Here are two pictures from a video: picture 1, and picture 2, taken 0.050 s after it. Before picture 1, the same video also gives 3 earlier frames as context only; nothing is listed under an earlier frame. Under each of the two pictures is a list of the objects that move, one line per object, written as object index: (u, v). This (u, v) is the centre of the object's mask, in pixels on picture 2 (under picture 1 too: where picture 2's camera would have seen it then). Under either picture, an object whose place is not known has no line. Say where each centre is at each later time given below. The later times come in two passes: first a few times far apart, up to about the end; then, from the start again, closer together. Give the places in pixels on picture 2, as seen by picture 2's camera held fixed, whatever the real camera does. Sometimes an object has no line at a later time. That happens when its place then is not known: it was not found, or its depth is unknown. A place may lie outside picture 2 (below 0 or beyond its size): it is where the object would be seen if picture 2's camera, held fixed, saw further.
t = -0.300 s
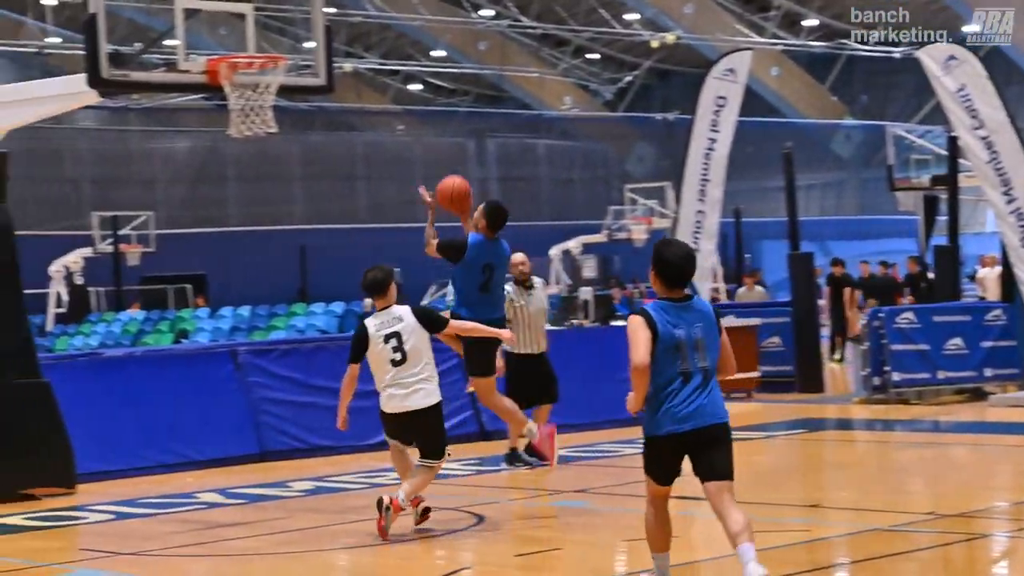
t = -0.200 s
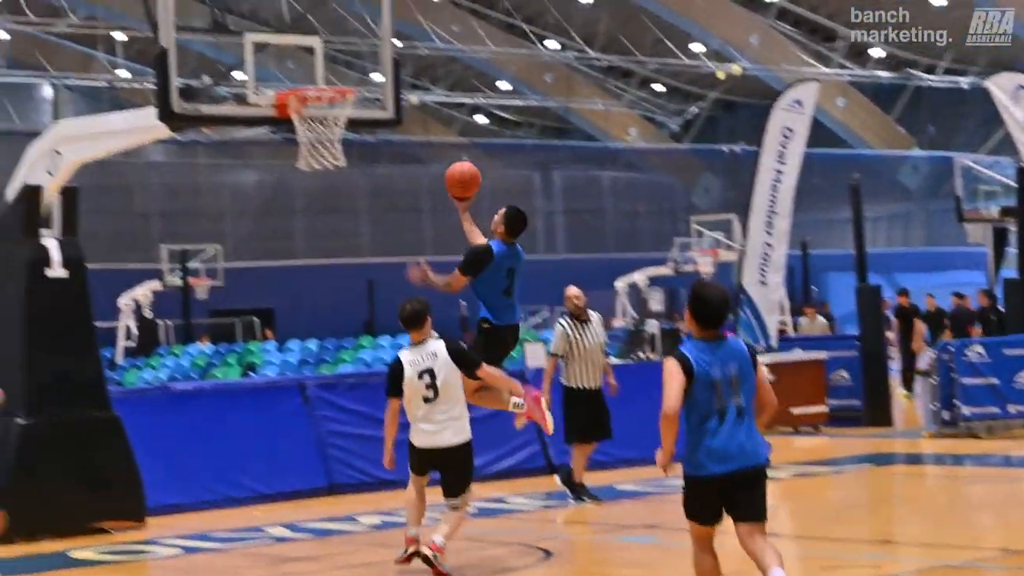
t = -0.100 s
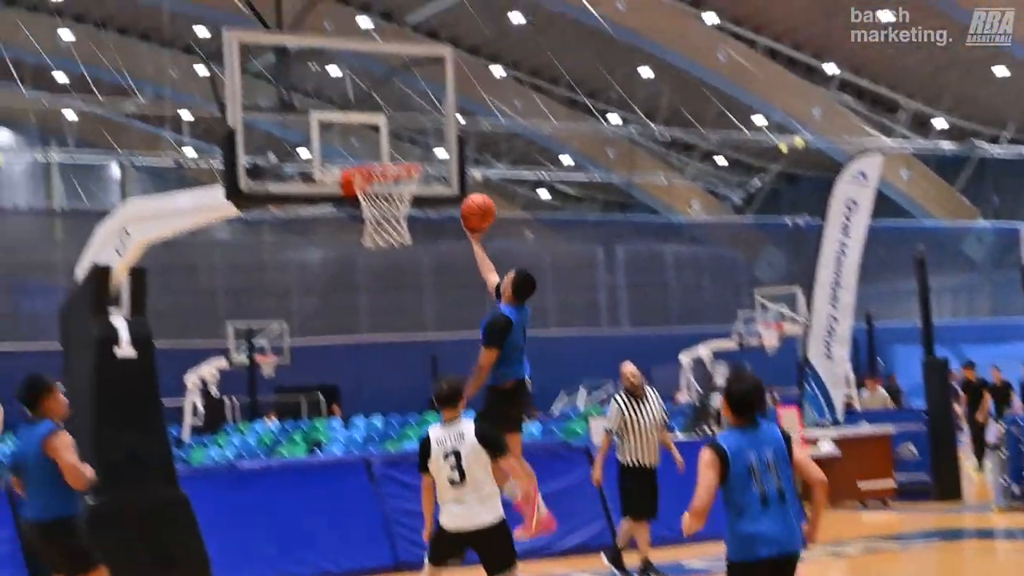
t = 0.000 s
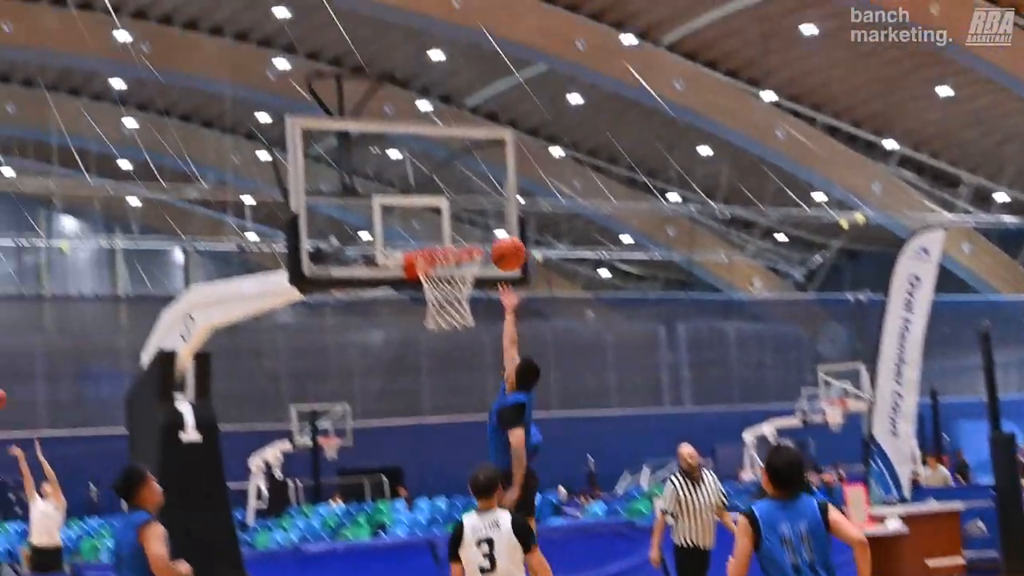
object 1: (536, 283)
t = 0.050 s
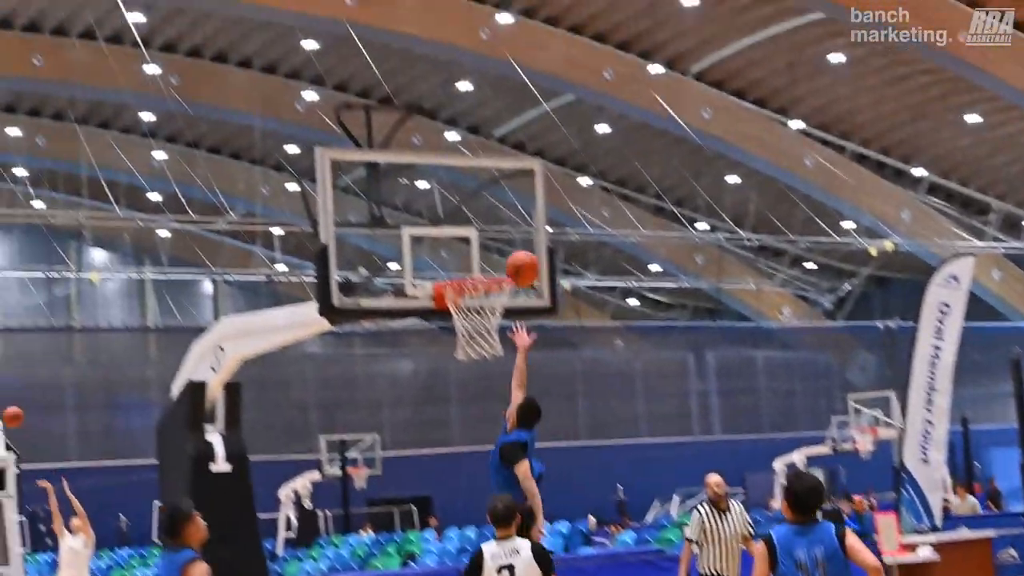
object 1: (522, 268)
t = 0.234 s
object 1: (493, 242)
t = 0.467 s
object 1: (500, 265)
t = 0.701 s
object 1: (458, 316)
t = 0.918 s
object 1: (458, 344)
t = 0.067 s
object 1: (518, 264)
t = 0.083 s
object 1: (514, 261)
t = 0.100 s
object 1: (510, 258)
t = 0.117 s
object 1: (505, 256)
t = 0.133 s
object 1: (501, 253)
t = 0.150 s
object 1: (497, 251)
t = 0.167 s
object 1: (492, 249)
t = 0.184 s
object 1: (492, 248)
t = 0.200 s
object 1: (492, 245)
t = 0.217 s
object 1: (492, 244)
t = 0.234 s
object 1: (493, 242)
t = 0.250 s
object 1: (493, 242)
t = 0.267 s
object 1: (494, 242)
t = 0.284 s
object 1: (494, 241)
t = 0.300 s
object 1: (494, 242)
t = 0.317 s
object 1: (495, 242)
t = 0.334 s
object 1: (495, 243)
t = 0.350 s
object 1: (496, 245)
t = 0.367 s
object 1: (496, 247)
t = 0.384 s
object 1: (497, 249)
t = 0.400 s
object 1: (497, 252)
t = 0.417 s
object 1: (498, 255)
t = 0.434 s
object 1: (499, 259)
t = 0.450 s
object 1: (499, 261)
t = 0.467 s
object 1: (500, 265)
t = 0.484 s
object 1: (500, 267)
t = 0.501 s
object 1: (498, 268)
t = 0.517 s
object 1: (494, 268)
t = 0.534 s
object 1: (490, 270)
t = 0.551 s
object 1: (487, 271)
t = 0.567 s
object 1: (483, 271)
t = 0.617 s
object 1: (472, 297)
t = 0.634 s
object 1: (469, 299)
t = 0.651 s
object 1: (465, 304)
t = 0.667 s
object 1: (462, 309)
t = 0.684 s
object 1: (459, 313)
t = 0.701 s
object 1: (458, 316)
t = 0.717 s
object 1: (456, 319)
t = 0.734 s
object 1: (455, 320)
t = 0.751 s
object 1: (454, 322)
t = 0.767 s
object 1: (453, 323)
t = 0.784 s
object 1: (453, 323)
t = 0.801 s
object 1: (453, 325)
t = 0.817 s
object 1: (453, 326)
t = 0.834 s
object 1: (454, 328)
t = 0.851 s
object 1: (454, 329)
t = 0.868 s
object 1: (454, 332)
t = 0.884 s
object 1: (456, 336)
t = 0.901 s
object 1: (457, 339)
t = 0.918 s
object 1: (458, 344)
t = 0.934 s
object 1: (459, 350)
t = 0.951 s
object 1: (460, 353)
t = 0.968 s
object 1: (460, 359)
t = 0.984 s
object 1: (461, 363)
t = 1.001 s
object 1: (462, 369)
